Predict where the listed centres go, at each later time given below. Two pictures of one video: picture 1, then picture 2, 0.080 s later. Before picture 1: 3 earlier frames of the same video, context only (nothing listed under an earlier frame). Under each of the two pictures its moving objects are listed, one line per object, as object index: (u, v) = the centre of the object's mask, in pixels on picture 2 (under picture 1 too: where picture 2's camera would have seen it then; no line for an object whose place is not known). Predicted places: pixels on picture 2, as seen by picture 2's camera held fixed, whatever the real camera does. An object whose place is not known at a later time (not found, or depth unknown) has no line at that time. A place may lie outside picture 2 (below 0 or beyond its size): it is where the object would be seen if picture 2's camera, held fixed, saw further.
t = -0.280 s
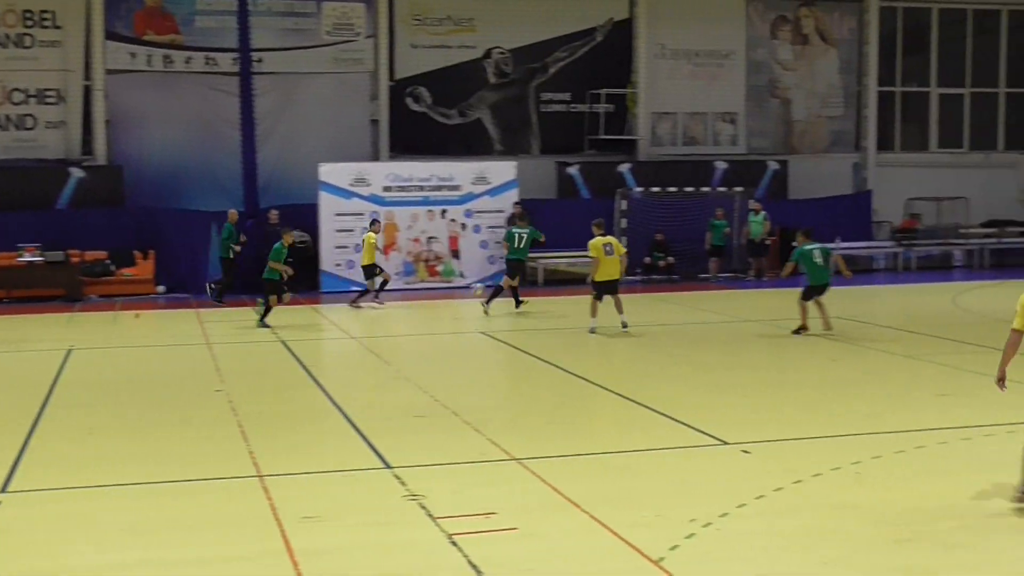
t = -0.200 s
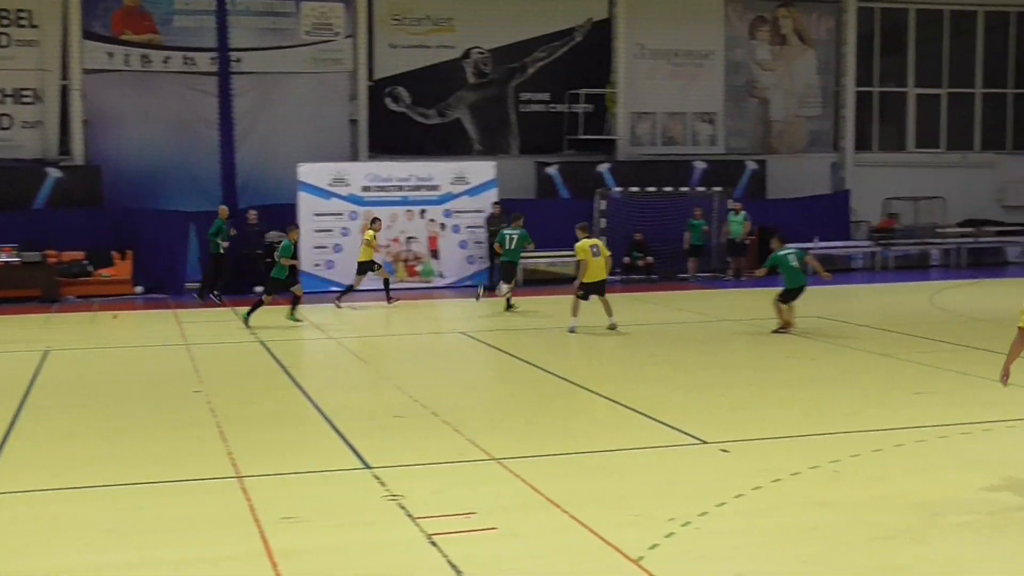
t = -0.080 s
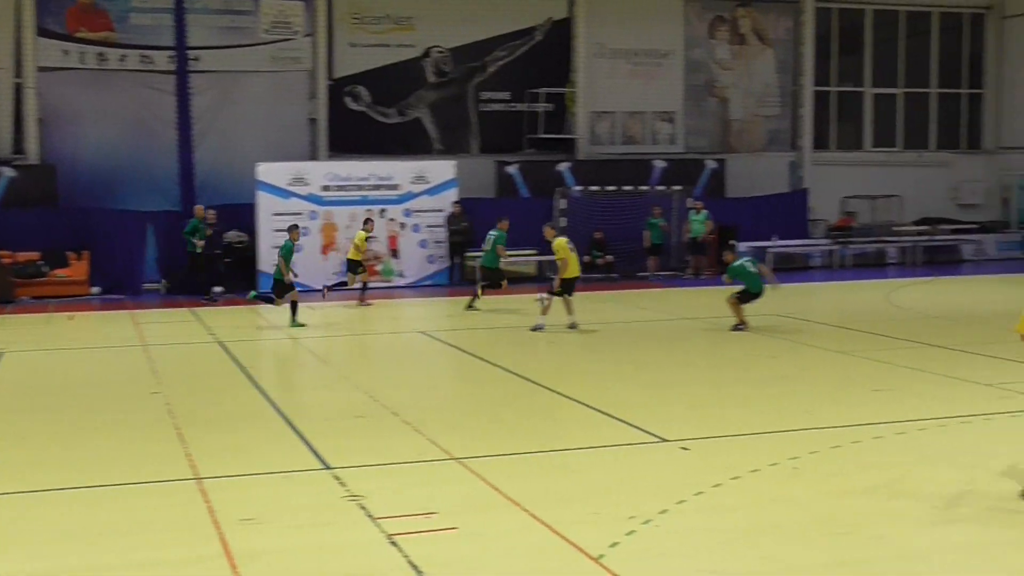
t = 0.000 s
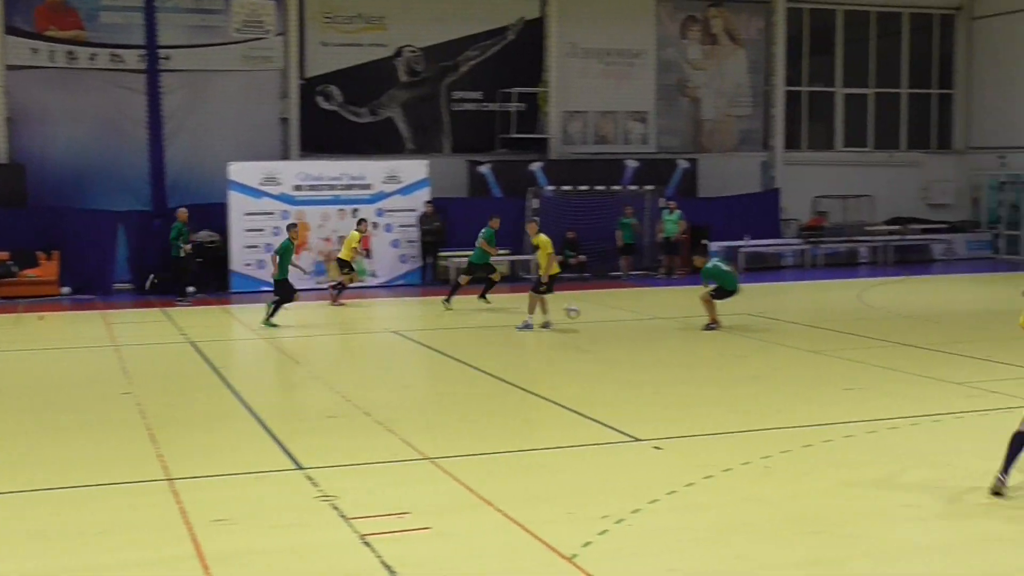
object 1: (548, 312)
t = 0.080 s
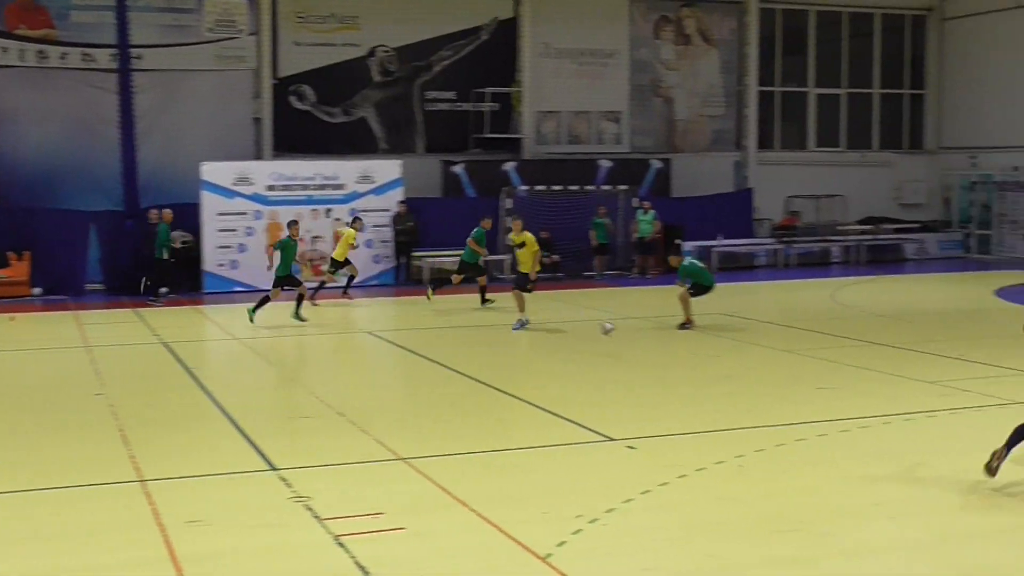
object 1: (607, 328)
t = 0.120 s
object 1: (639, 338)
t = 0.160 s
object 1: (673, 351)
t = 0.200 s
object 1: (707, 363)
